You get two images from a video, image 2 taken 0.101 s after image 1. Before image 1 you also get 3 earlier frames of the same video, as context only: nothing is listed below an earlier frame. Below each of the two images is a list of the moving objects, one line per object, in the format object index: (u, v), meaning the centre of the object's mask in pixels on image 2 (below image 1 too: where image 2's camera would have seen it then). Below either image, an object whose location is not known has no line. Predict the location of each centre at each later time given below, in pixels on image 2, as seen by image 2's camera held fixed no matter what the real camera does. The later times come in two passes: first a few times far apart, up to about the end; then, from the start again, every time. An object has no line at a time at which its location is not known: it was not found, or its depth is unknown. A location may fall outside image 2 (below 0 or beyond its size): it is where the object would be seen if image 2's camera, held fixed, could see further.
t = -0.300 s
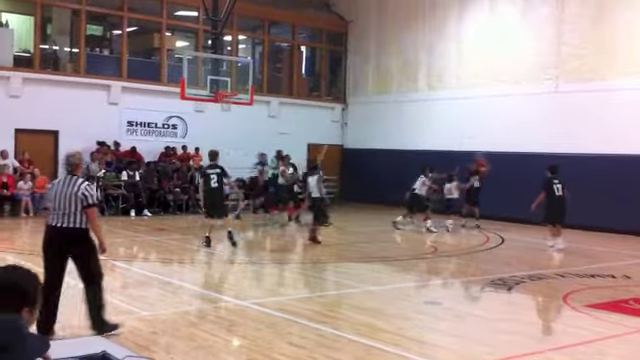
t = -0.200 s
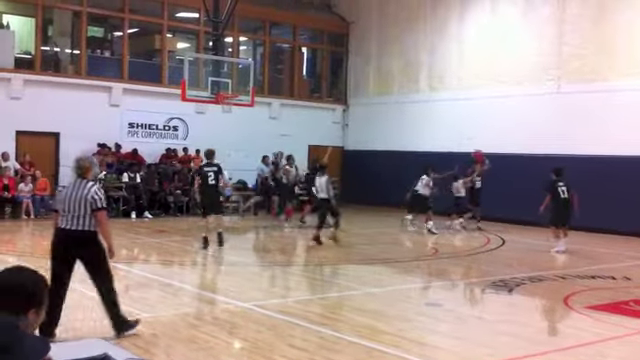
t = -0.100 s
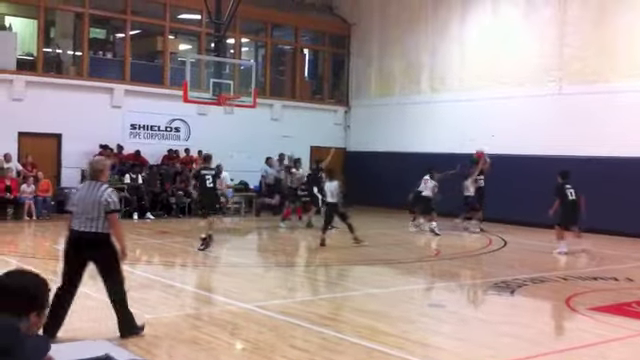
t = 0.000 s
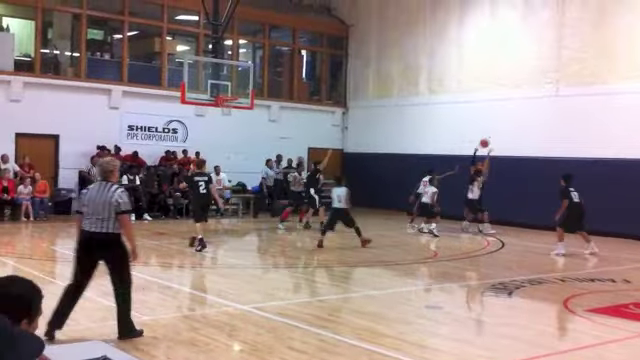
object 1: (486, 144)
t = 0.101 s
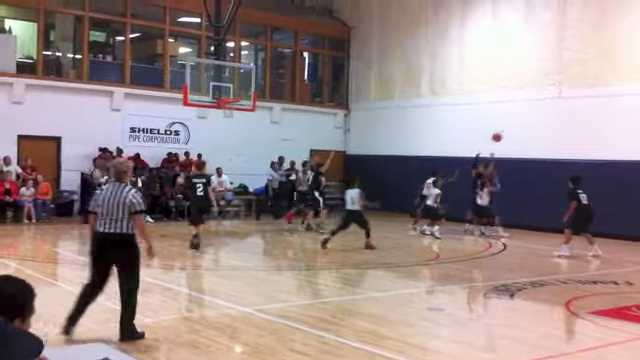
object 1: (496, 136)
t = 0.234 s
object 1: (512, 132)
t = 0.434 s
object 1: (535, 139)
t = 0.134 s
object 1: (500, 135)
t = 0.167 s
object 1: (504, 132)
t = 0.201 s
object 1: (507, 132)
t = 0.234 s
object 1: (512, 132)
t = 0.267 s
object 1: (515, 132)
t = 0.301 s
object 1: (519, 132)
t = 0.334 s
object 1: (523, 133)
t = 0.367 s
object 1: (528, 134)
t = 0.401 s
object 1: (531, 136)
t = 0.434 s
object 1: (535, 139)
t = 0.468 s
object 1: (539, 142)
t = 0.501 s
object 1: (544, 146)
